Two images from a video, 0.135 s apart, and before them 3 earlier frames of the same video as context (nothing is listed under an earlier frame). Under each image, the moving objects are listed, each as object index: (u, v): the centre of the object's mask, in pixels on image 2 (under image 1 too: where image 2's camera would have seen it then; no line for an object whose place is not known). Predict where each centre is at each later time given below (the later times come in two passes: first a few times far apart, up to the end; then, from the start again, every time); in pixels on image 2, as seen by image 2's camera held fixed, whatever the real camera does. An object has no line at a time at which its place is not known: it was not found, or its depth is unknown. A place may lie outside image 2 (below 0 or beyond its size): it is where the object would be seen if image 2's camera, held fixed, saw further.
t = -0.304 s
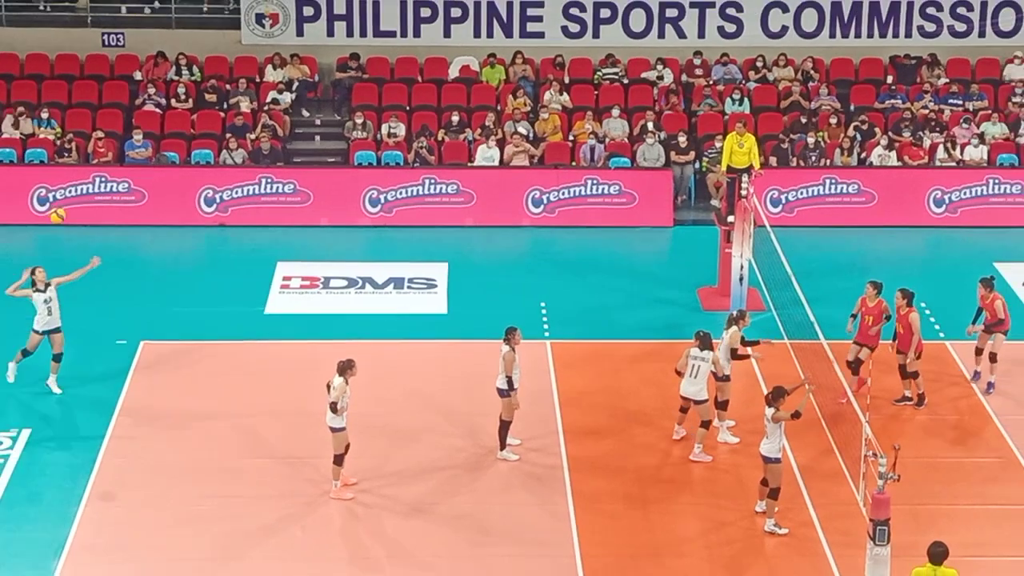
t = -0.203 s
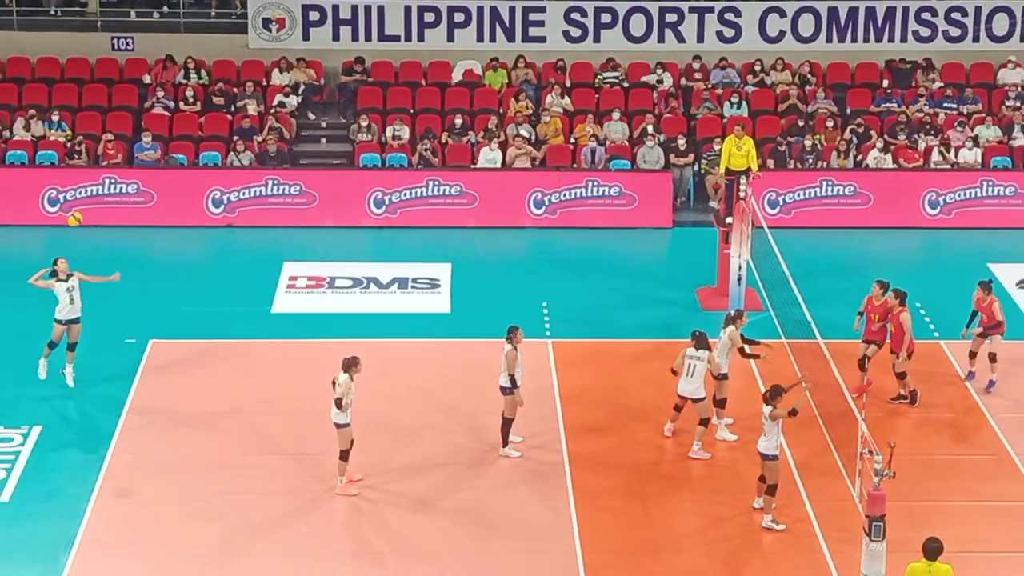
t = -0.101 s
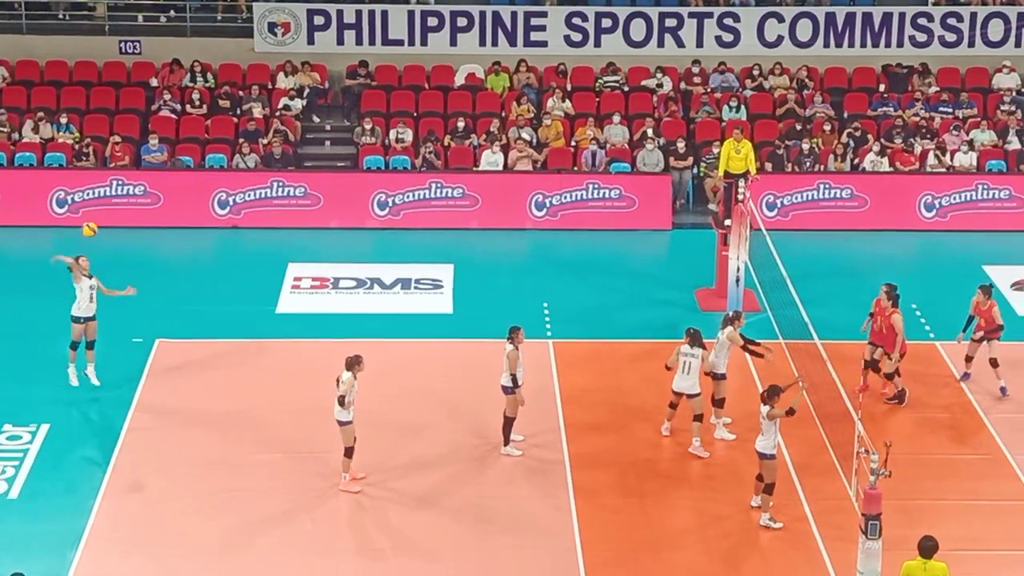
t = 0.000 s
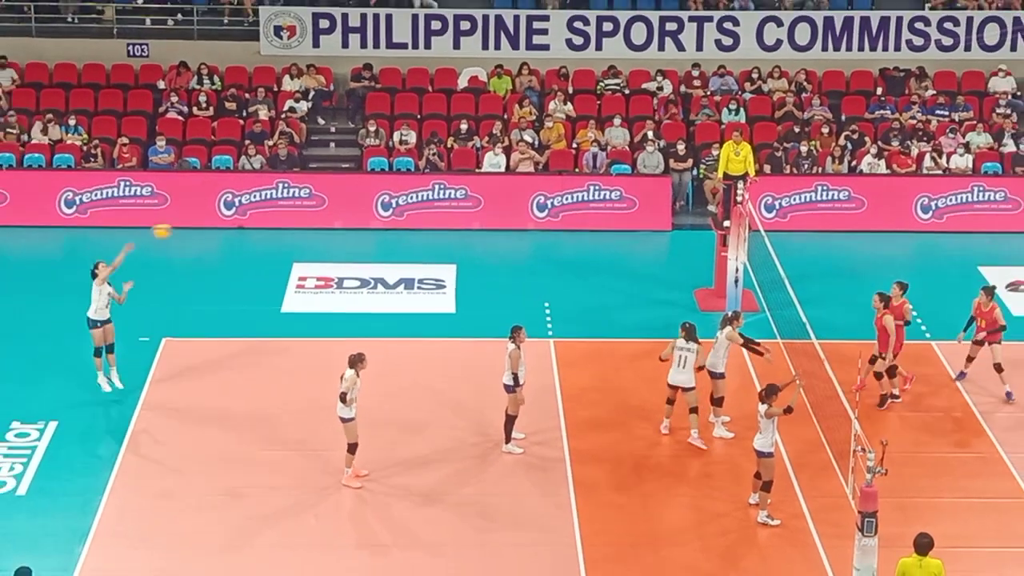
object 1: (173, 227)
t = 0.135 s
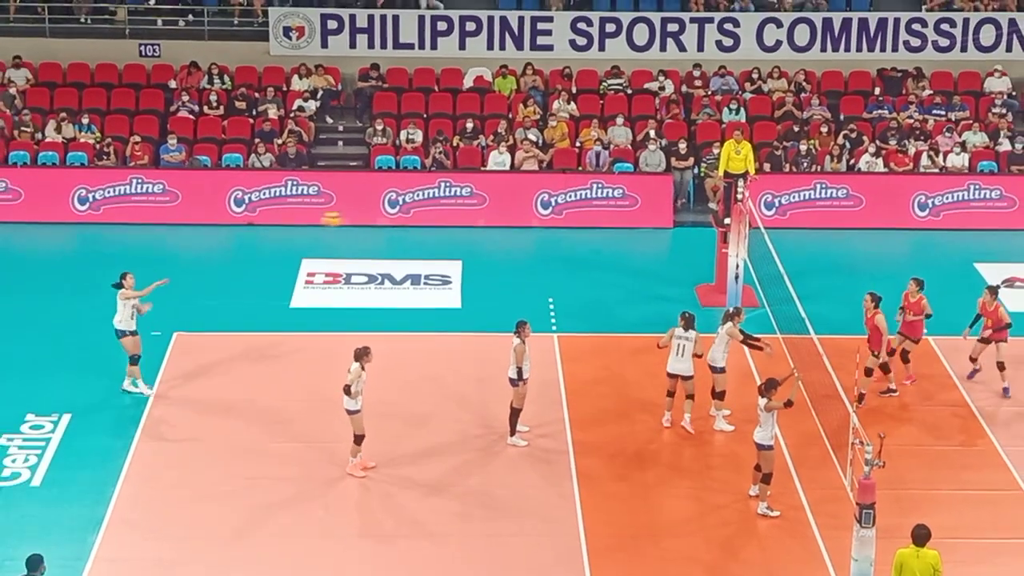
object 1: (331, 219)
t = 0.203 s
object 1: (410, 218)
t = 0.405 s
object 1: (643, 239)
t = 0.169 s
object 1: (370, 218)
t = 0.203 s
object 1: (410, 218)
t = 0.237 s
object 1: (449, 219)
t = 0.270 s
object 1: (489, 221)
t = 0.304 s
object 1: (528, 225)
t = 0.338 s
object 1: (567, 229)
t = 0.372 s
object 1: (605, 234)
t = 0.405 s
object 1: (643, 239)
